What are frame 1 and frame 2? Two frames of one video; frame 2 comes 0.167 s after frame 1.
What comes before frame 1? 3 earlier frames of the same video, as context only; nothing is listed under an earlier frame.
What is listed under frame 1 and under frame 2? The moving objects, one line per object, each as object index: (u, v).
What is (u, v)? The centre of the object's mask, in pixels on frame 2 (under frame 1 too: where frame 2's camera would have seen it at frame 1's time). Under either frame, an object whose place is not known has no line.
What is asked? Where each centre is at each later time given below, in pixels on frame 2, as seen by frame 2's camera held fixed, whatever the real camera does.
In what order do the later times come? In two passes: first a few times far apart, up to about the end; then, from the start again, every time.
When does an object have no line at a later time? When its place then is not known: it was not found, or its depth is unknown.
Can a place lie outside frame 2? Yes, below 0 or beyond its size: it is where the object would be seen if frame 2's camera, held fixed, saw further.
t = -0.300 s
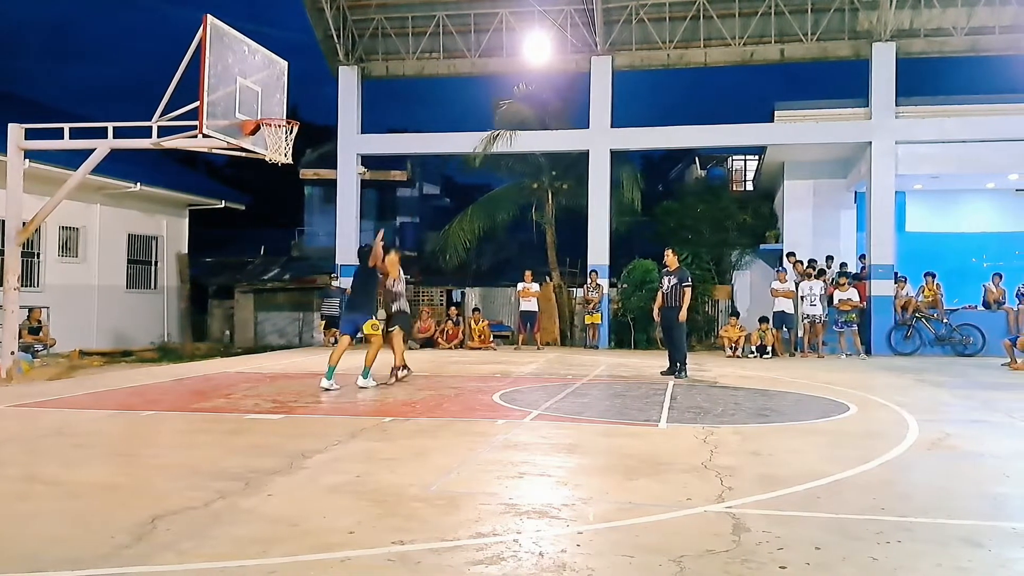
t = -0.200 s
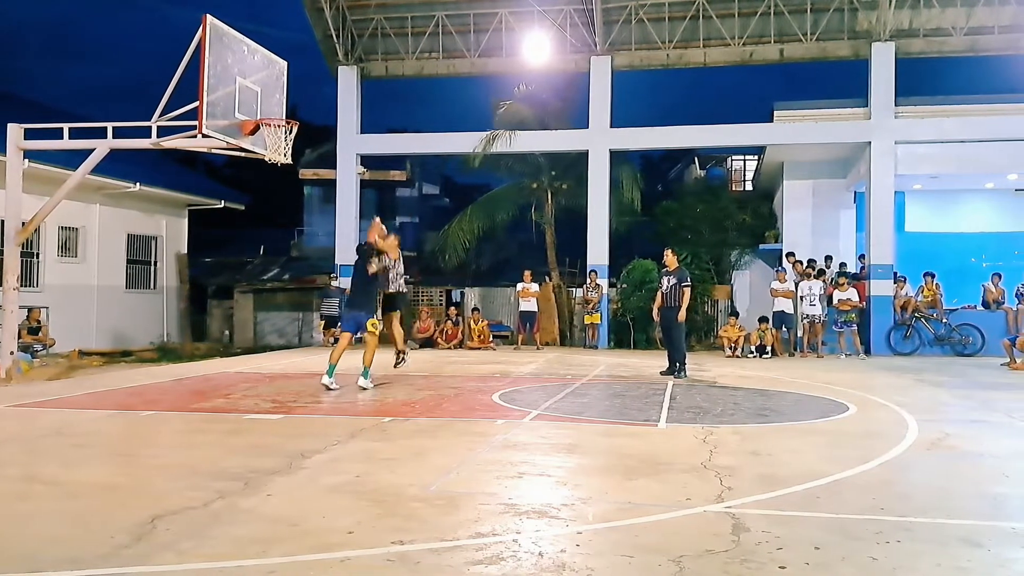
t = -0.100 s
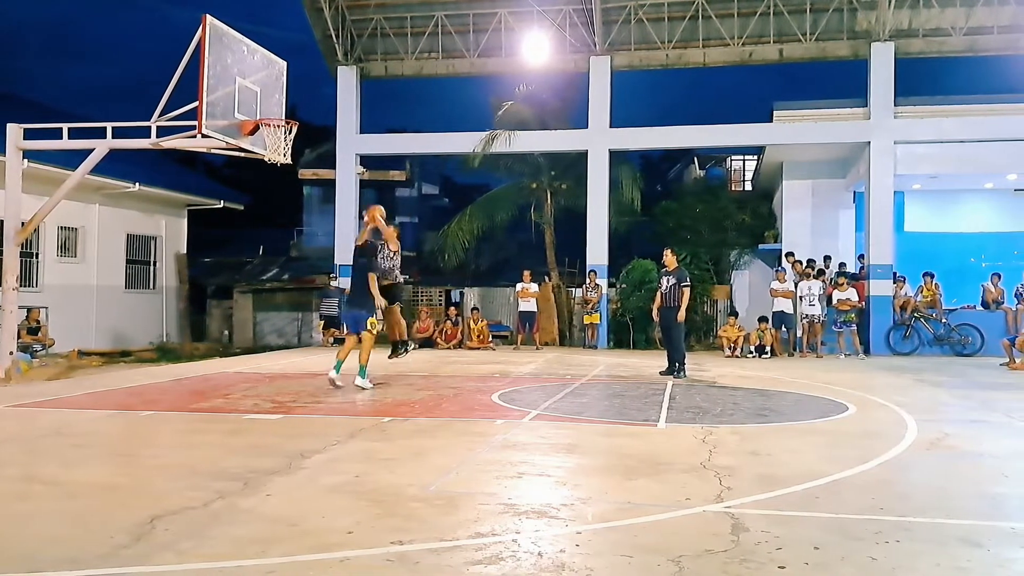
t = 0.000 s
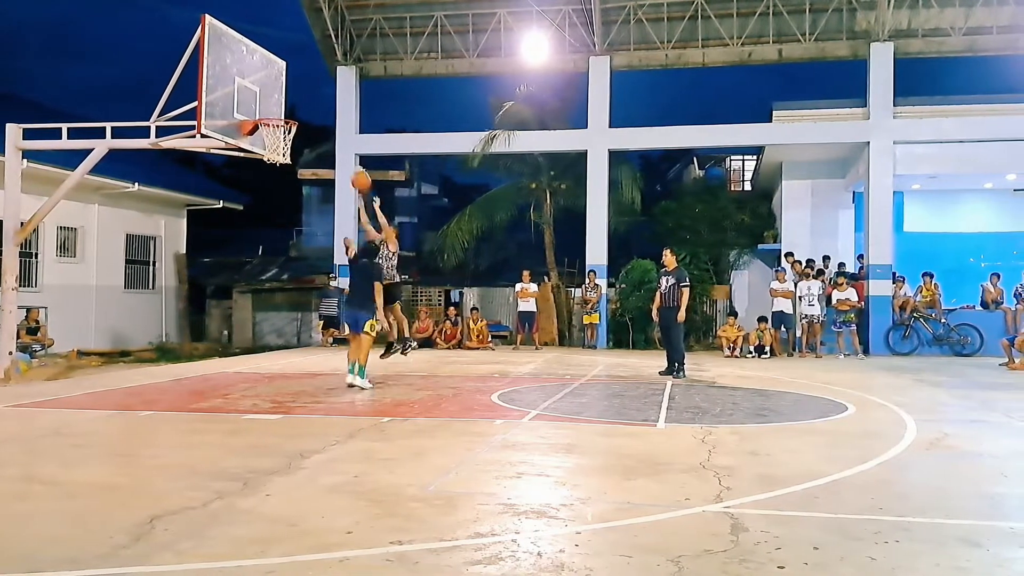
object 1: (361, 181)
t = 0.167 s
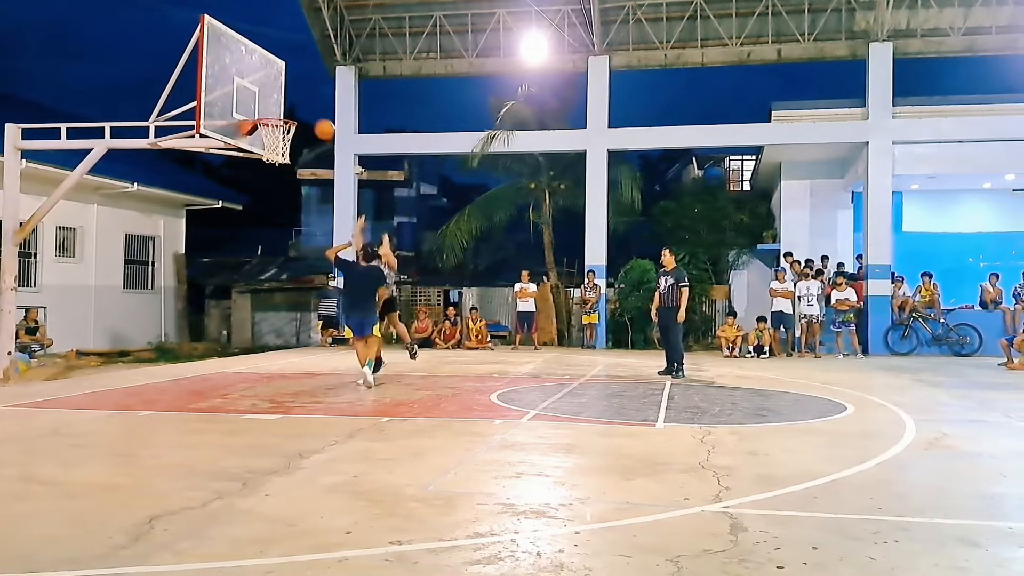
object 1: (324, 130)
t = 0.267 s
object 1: (303, 108)
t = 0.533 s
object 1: (279, 92)
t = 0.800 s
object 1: (275, 115)
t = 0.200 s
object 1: (318, 121)
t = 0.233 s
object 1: (310, 114)
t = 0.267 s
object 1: (303, 108)
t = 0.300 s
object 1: (296, 102)
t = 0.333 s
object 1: (289, 98)
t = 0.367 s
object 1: (281, 94)
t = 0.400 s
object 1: (272, 91)
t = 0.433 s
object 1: (272, 90)
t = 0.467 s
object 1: (275, 90)
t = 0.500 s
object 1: (277, 91)
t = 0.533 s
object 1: (279, 92)
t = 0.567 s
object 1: (281, 95)
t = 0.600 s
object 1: (283, 99)
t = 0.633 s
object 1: (285, 104)
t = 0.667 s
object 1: (287, 109)
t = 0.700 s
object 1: (288, 115)
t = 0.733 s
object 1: (285, 116)
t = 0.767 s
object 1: (280, 117)
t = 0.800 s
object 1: (275, 115)
